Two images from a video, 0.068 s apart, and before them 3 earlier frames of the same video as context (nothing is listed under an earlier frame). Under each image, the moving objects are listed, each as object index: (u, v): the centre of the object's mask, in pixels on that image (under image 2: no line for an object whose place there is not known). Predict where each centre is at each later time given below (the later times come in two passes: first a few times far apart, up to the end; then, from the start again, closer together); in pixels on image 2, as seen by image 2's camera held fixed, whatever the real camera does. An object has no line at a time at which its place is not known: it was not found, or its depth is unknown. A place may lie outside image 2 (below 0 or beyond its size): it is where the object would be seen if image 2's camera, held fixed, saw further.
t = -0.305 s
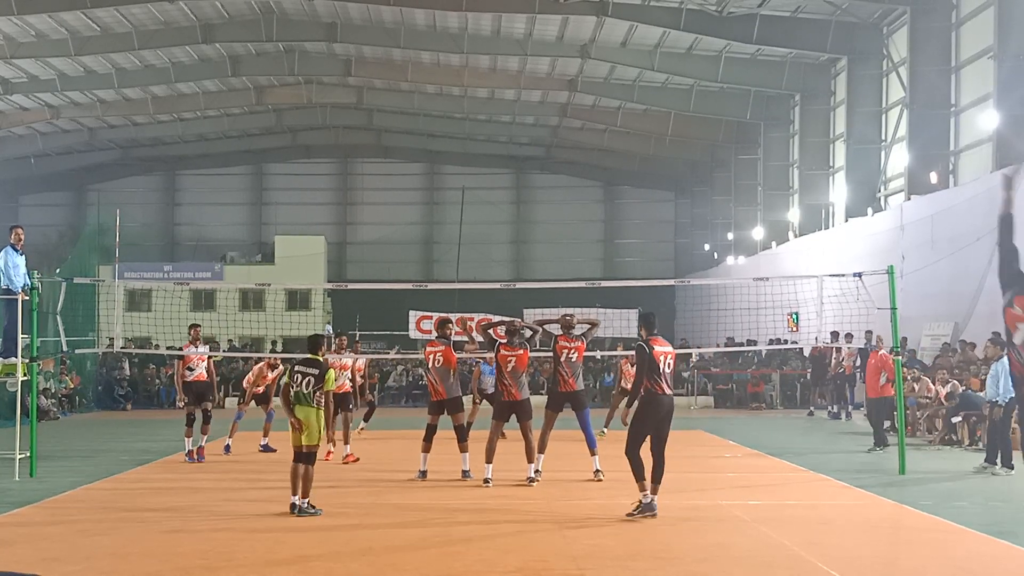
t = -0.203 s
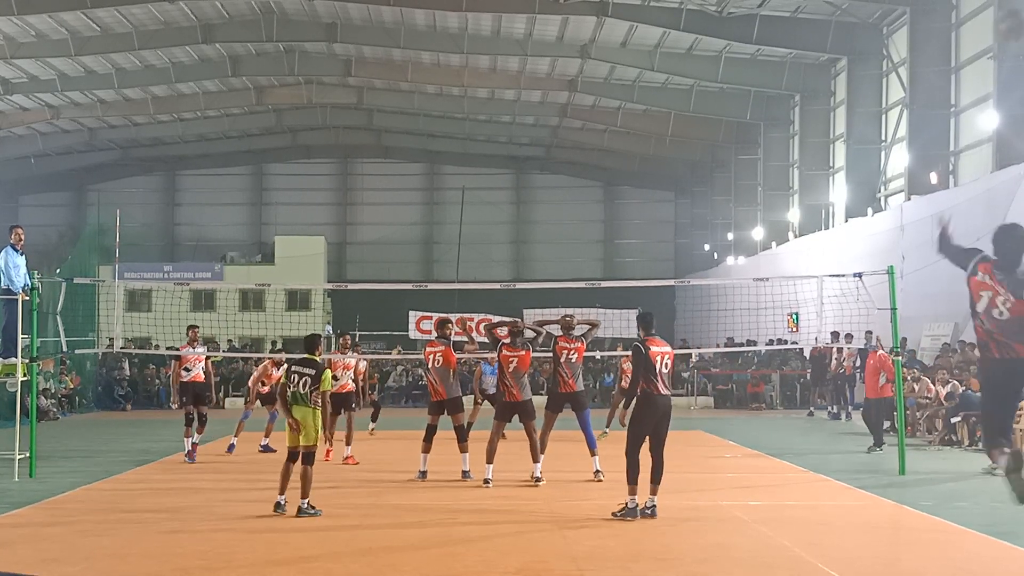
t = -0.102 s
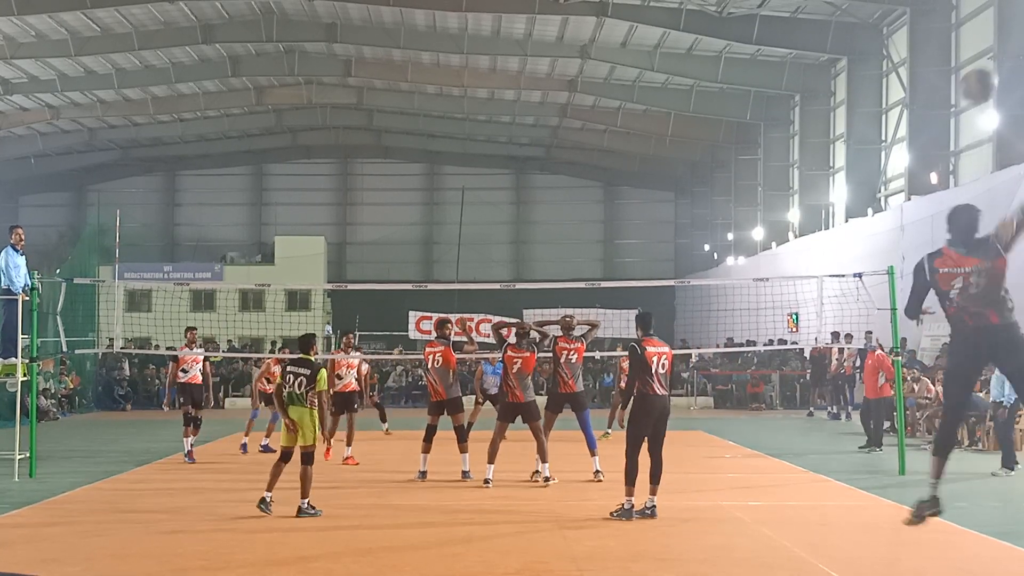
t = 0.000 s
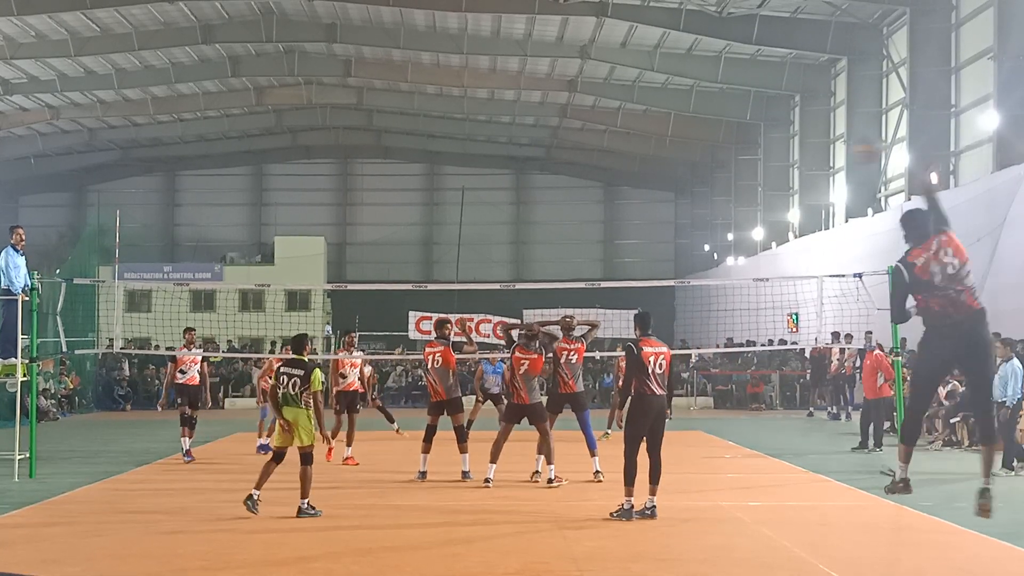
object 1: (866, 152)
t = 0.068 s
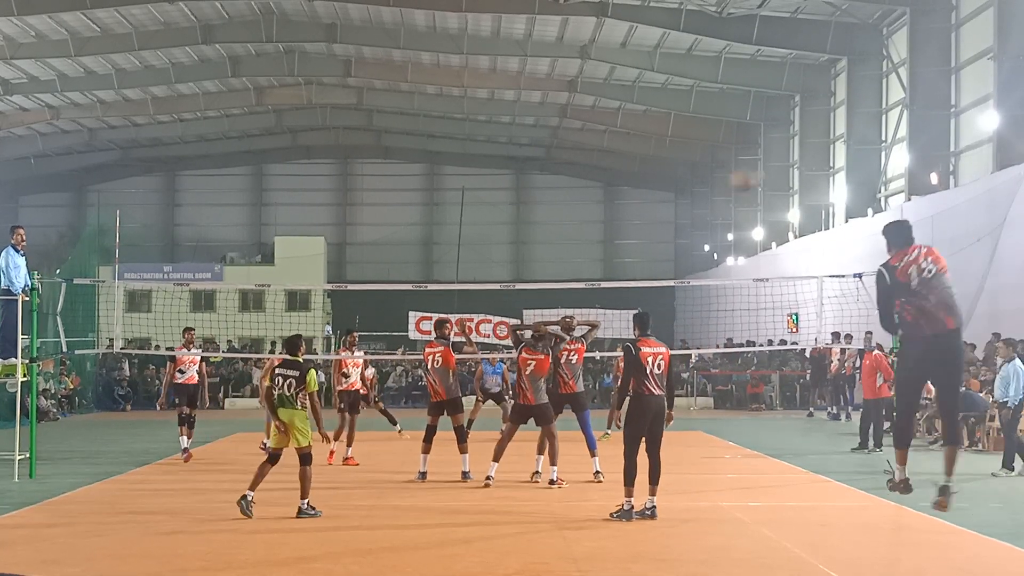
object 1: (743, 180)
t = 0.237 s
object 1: (557, 252)
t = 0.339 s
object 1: (488, 289)
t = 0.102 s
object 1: (698, 193)
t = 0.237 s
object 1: (557, 252)
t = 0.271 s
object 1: (532, 265)
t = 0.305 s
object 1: (508, 279)
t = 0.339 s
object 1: (488, 289)
